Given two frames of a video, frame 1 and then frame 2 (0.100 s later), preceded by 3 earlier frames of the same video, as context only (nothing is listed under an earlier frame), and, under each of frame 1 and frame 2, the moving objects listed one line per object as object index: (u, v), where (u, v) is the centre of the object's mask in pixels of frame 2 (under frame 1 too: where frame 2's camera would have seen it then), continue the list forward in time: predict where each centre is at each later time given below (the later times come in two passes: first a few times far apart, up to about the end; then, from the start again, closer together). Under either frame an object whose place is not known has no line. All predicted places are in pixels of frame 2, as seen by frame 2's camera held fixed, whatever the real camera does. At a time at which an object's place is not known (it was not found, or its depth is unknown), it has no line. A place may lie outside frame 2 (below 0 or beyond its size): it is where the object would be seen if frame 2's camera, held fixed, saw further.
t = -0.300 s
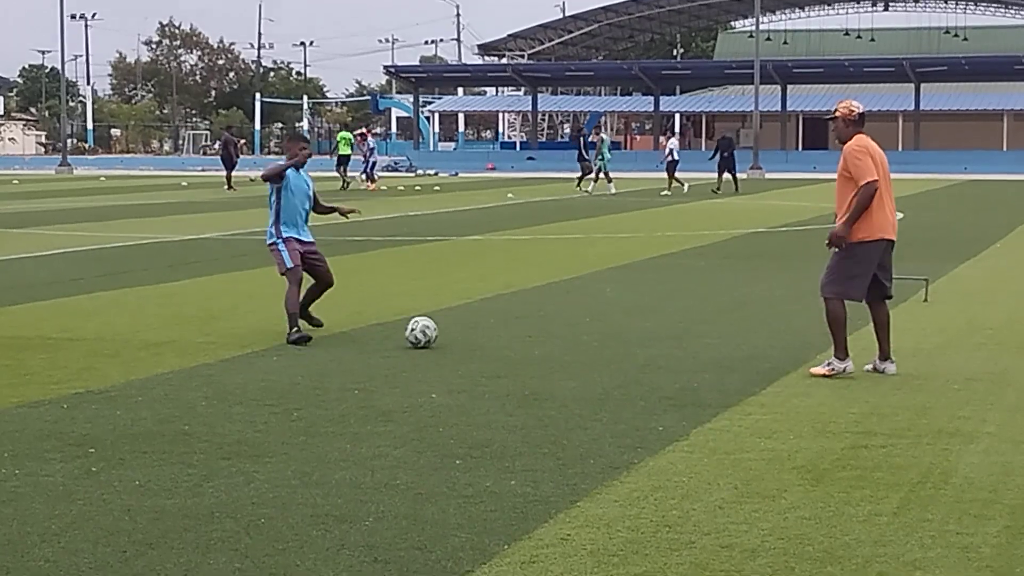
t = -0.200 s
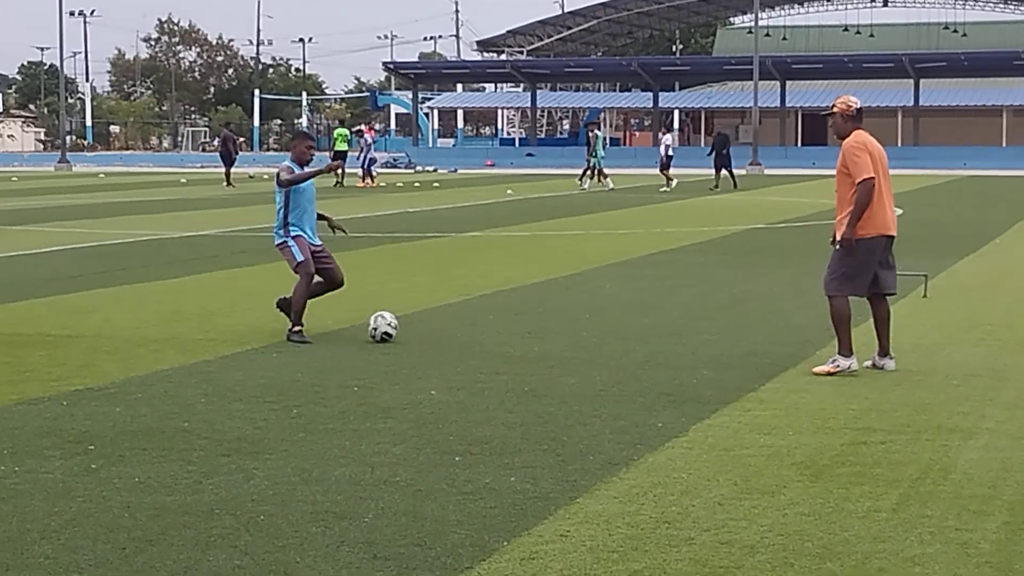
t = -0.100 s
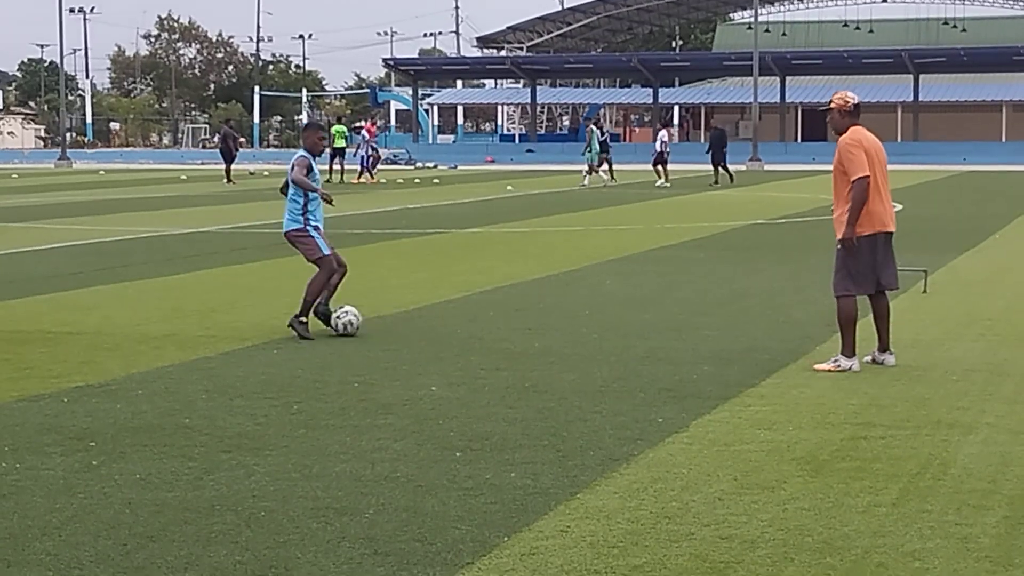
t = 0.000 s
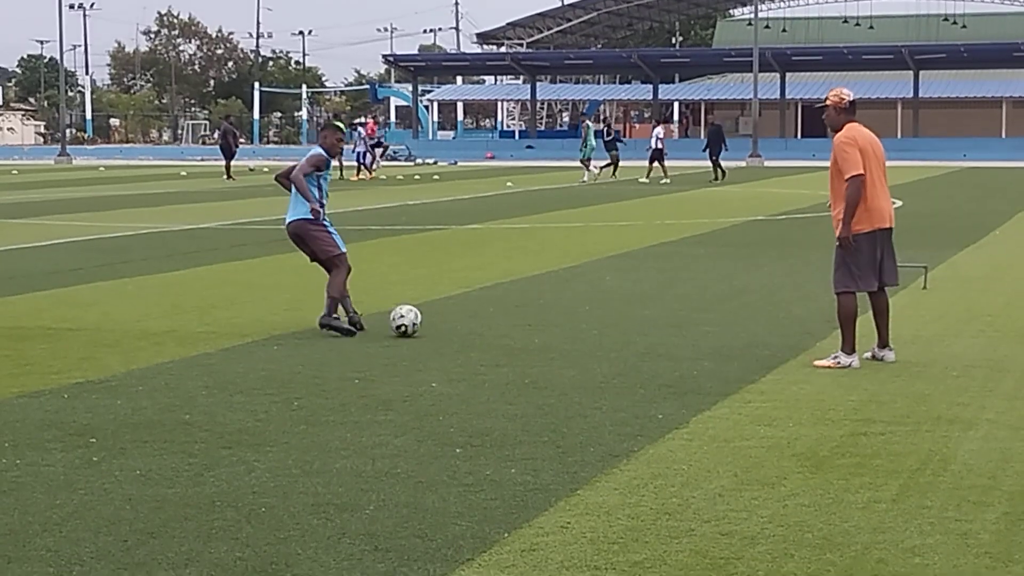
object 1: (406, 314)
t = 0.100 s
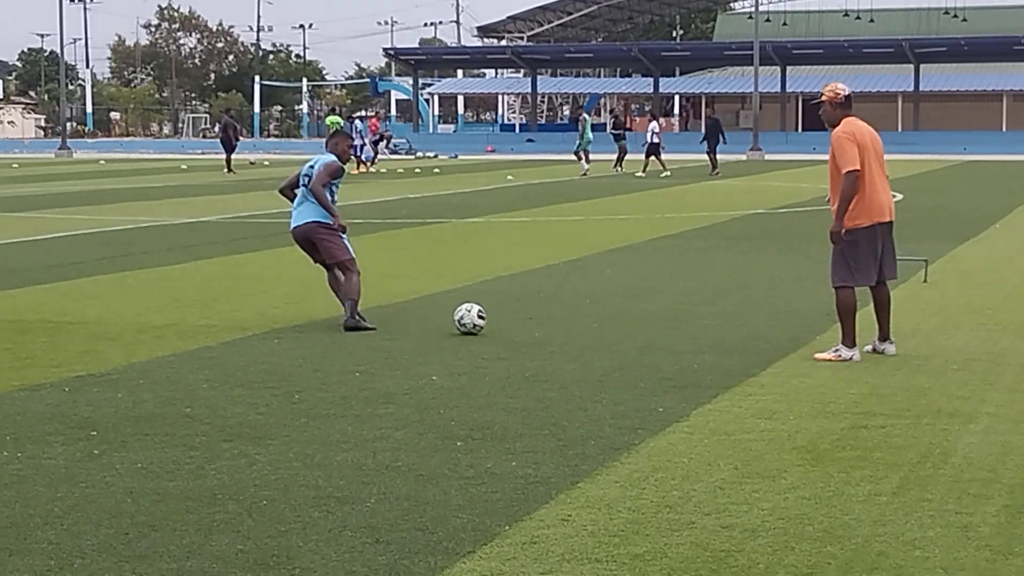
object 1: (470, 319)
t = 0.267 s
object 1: (563, 322)
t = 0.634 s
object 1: (721, 332)
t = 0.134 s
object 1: (489, 319)
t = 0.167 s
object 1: (508, 320)
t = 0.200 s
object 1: (528, 322)
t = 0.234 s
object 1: (546, 323)
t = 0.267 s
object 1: (563, 322)
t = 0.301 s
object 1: (579, 323)
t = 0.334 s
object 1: (596, 326)
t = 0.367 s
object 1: (611, 327)
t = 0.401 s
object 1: (625, 327)
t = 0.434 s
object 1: (639, 328)
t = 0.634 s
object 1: (721, 332)
